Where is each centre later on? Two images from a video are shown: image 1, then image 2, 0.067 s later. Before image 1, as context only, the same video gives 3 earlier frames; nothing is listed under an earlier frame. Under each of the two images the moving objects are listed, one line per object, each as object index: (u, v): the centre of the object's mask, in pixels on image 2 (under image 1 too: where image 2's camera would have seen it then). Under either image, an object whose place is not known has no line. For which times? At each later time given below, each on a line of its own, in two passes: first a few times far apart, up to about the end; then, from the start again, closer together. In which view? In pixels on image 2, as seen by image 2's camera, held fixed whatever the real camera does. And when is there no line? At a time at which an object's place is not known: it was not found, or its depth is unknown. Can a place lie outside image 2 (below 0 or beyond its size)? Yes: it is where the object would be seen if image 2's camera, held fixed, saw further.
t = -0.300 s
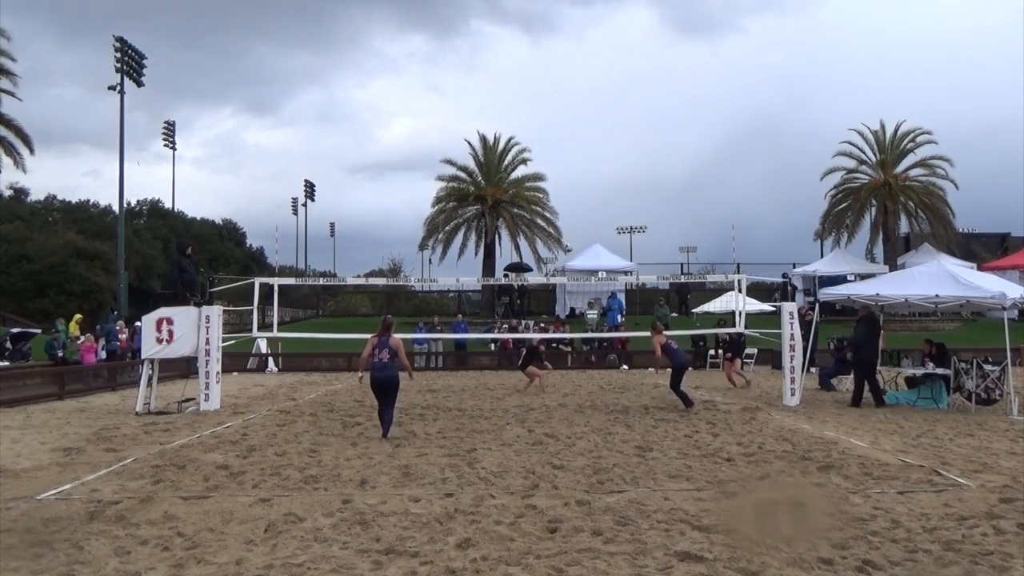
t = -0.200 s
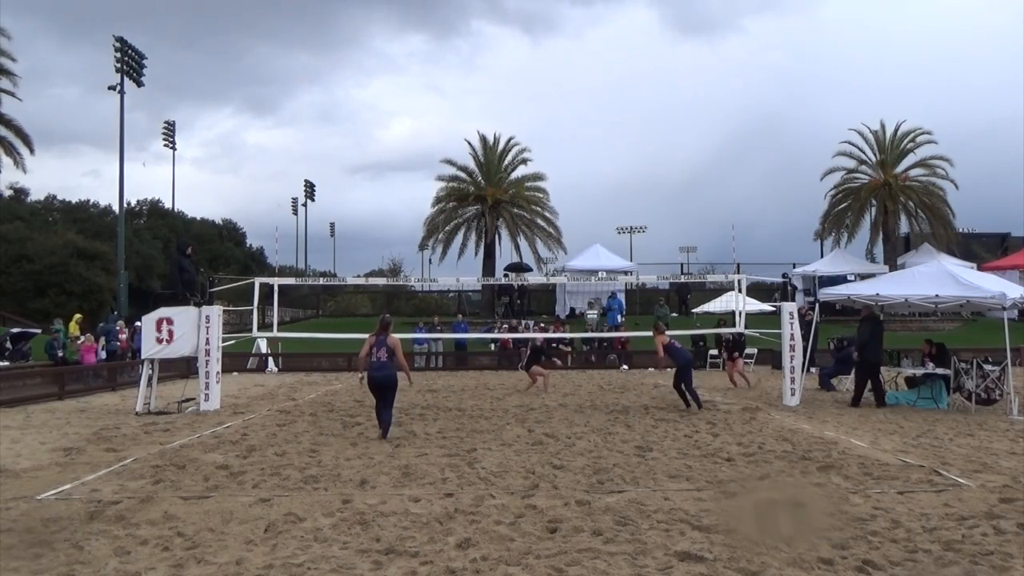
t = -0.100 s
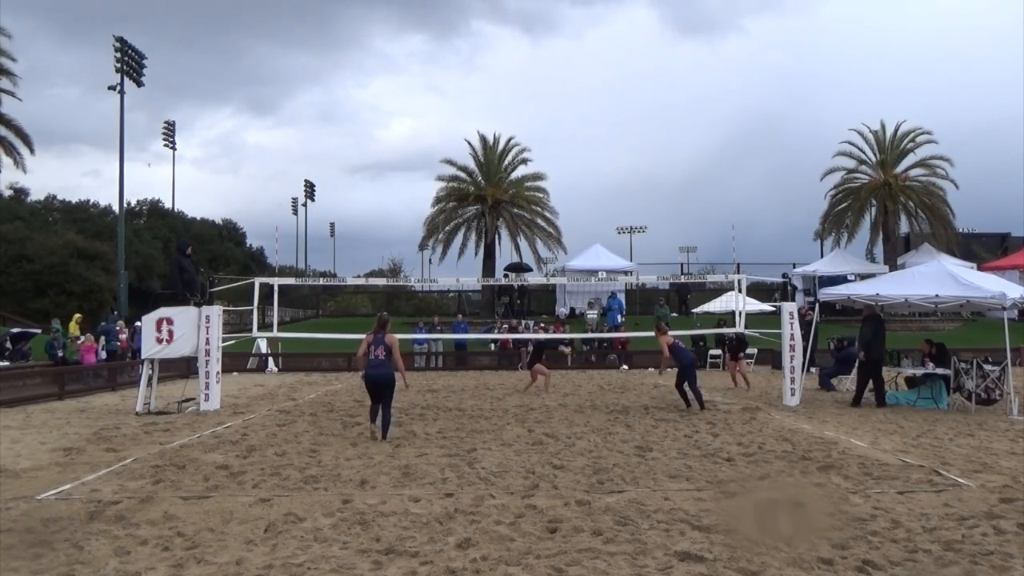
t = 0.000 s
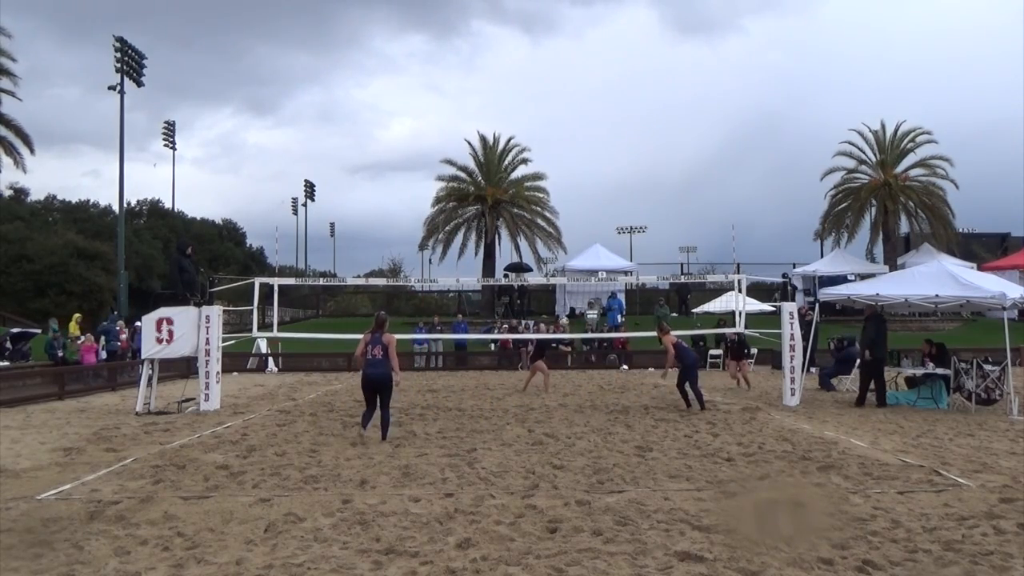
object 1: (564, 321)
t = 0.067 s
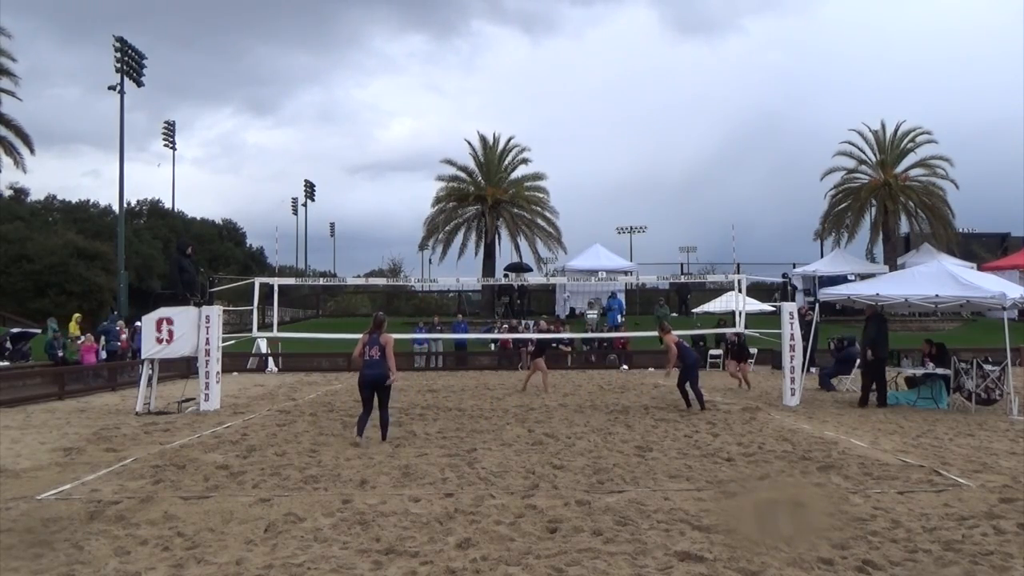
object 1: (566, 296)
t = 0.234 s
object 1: (572, 243)
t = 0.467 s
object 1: (580, 188)
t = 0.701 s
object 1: (588, 157)
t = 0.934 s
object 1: (597, 151)
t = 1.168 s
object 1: (606, 173)
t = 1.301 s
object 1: (612, 199)
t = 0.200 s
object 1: (571, 252)
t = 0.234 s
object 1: (572, 243)
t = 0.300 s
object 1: (574, 225)
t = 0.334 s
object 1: (575, 216)
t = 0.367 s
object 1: (576, 209)
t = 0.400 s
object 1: (578, 201)
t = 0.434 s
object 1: (578, 194)
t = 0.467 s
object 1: (580, 188)
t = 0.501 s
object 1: (581, 182)
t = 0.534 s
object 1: (582, 177)
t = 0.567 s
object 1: (583, 171)
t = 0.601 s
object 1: (584, 167)
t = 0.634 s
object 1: (585, 163)
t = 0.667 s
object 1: (587, 160)
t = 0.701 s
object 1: (588, 157)
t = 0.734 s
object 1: (589, 155)
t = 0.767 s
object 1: (590, 153)
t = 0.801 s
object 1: (592, 151)
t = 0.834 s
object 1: (593, 150)
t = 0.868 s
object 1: (594, 150)
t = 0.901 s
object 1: (596, 151)
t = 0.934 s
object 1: (597, 151)
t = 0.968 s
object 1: (598, 153)
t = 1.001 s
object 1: (600, 155)
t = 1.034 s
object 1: (601, 157)
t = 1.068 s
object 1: (602, 160)
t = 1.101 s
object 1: (604, 164)
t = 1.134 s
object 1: (605, 168)
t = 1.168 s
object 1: (606, 173)
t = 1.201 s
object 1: (608, 179)
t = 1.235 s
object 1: (609, 185)
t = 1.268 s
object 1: (610, 192)
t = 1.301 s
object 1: (612, 199)
